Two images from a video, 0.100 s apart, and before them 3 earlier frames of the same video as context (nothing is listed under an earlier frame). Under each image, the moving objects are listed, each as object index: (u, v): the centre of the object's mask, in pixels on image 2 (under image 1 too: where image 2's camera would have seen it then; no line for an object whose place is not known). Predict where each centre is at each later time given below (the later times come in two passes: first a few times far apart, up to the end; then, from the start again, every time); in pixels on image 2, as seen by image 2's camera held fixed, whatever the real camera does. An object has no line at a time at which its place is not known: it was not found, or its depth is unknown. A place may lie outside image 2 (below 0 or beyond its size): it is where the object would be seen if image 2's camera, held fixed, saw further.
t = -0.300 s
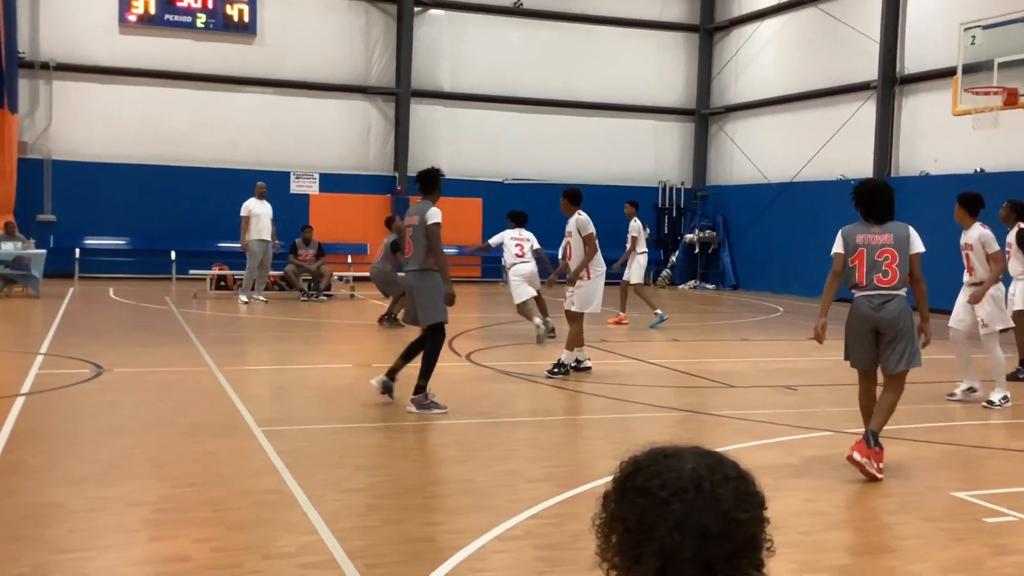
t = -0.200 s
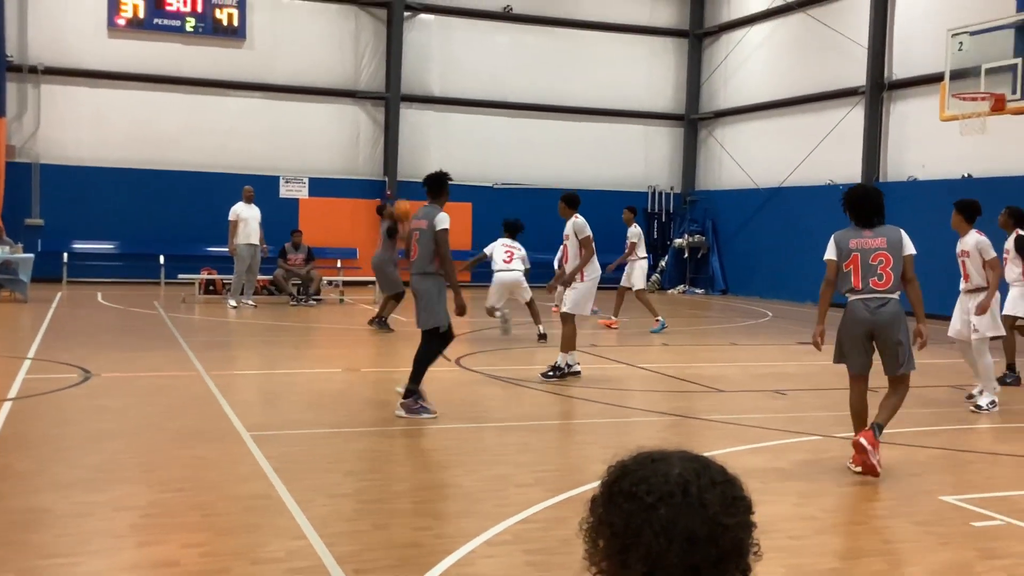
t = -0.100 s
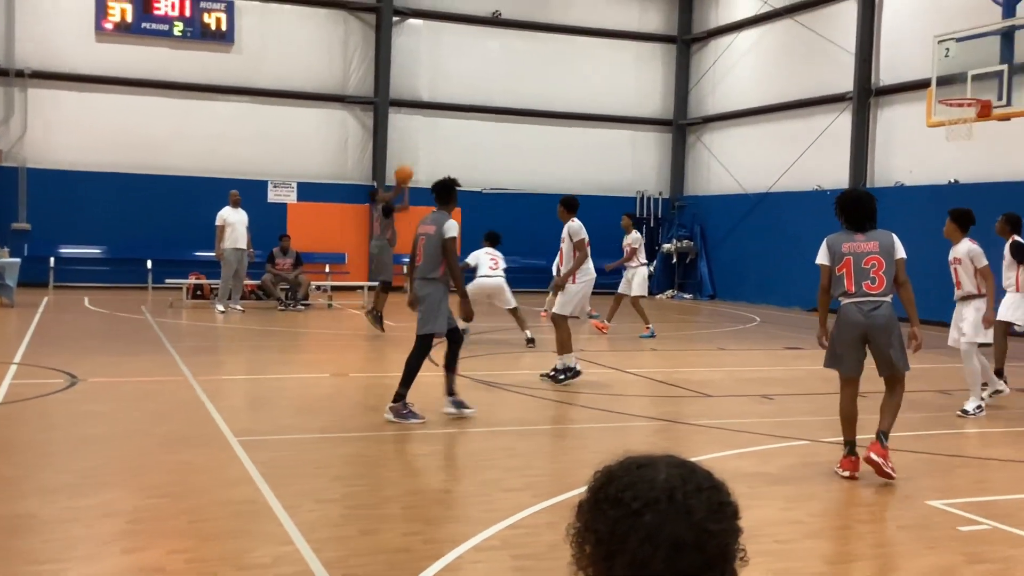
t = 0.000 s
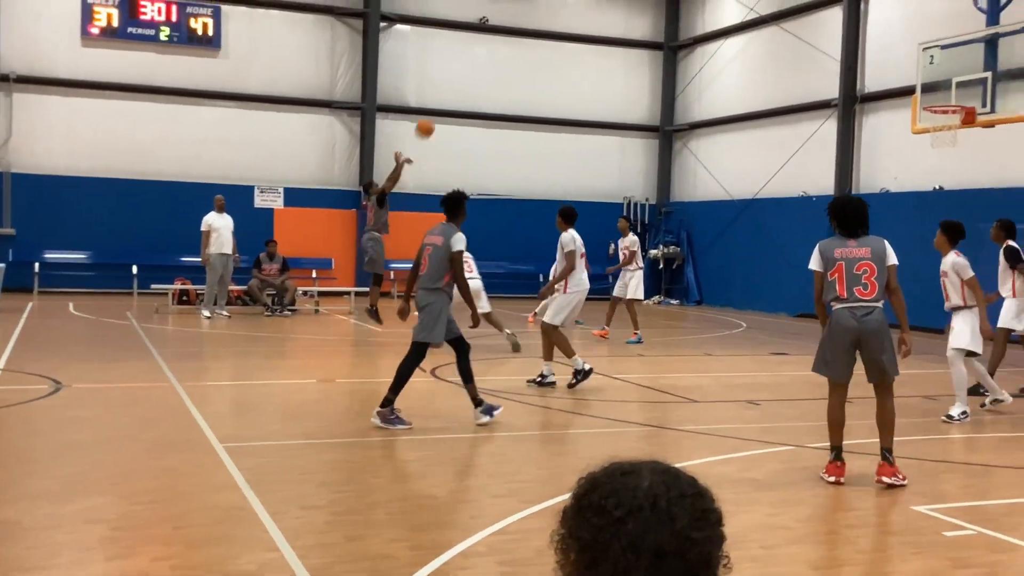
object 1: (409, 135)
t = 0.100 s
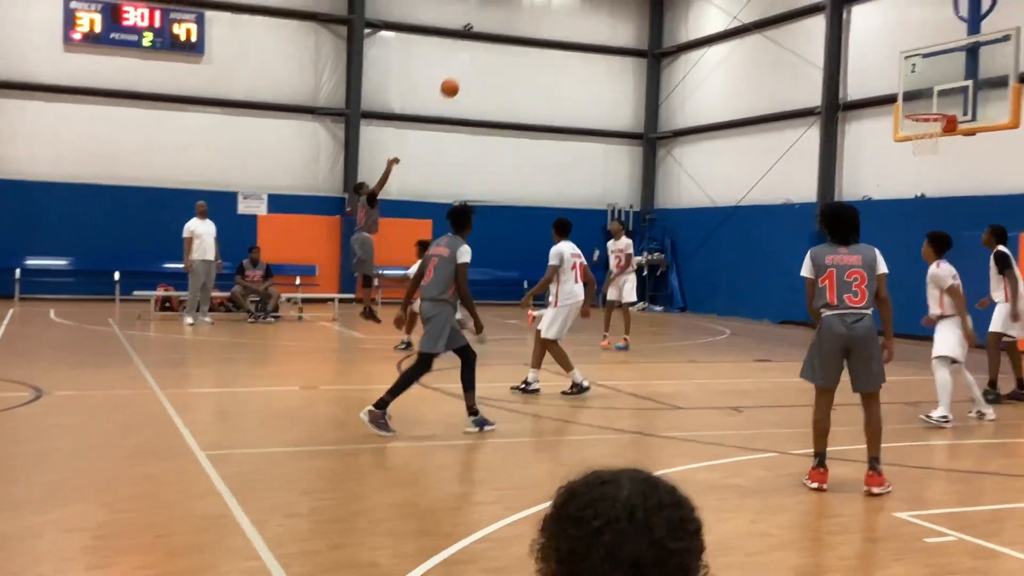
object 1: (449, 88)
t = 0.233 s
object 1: (503, 37)
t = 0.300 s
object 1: (530, 17)
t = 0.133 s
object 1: (463, 74)
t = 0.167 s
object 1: (476, 61)
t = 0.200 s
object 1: (489, 48)
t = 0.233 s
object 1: (503, 37)
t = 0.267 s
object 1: (516, 27)
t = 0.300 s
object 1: (530, 17)
